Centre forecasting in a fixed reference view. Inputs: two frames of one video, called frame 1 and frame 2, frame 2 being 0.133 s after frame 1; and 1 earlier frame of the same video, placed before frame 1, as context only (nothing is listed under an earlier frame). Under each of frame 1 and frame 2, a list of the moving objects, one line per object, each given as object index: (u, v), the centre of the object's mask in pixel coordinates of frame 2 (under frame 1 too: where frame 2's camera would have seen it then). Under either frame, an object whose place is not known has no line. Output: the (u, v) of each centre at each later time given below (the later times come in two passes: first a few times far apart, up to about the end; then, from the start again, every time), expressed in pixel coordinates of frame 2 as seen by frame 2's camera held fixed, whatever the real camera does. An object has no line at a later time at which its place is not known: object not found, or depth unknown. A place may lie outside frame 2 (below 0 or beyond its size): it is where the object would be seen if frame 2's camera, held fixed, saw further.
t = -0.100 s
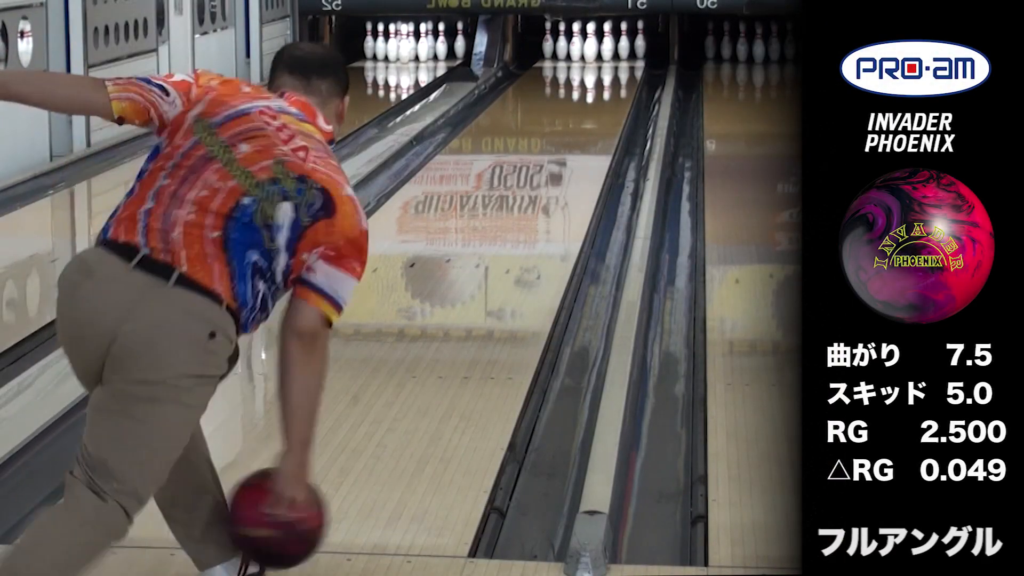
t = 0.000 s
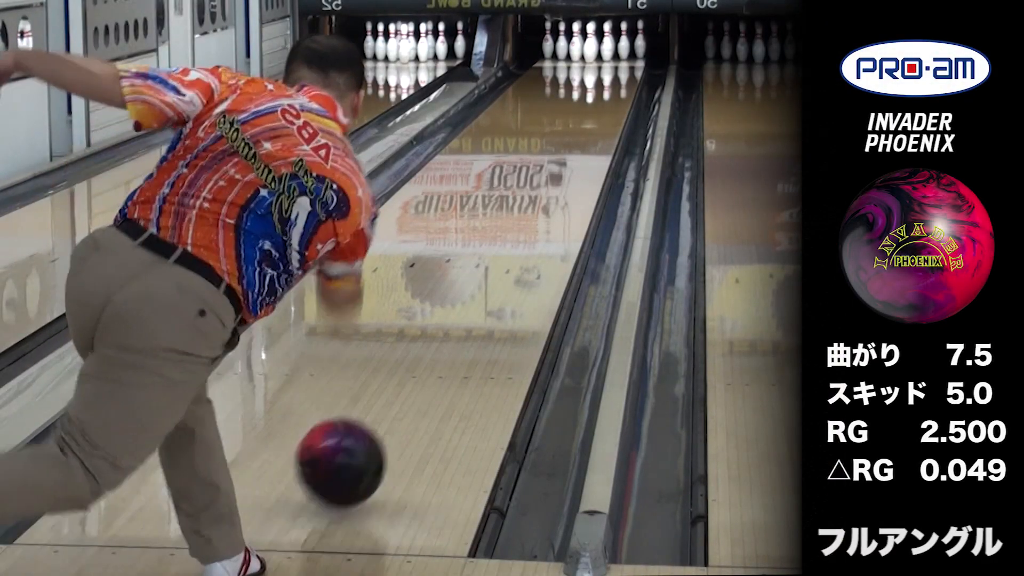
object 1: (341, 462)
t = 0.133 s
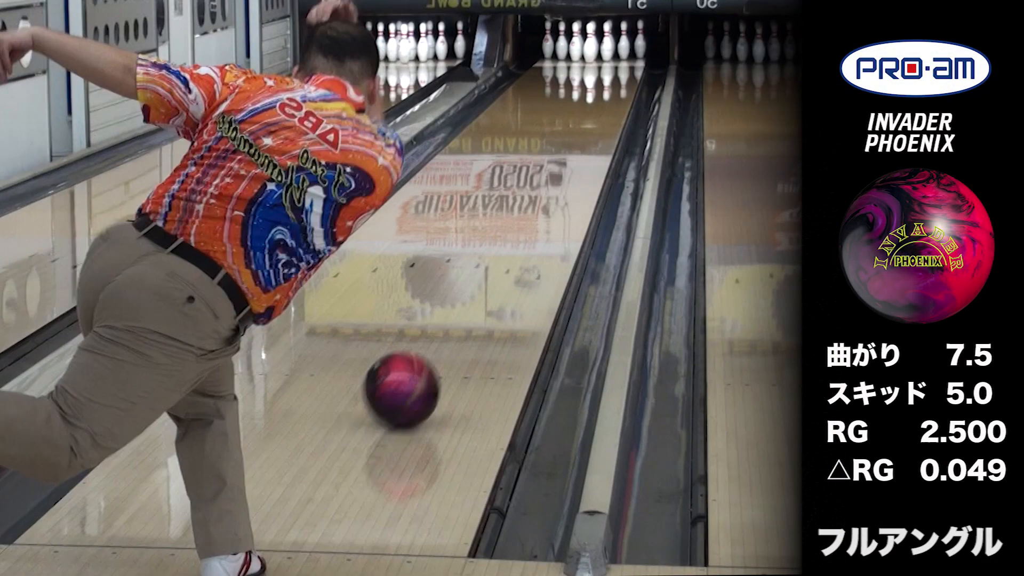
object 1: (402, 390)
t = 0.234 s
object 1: (436, 344)
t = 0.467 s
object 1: (495, 264)
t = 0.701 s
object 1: (535, 210)
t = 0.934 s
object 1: (563, 170)
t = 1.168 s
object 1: (583, 140)
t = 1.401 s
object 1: (597, 116)
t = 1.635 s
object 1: (607, 97)
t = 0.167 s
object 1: (414, 374)
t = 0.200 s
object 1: (425, 358)
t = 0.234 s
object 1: (436, 344)
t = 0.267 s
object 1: (446, 330)
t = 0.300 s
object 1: (456, 317)
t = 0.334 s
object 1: (465, 305)
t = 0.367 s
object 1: (473, 294)
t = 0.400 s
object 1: (481, 284)
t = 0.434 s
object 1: (488, 273)
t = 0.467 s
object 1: (495, 264)
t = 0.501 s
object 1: (502, 255)
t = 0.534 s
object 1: (508, 246)
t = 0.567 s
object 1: (514, 238)
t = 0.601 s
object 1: (520, 231)
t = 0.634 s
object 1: (525, 223)
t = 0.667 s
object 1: (530, 217)
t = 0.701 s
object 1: (535, 210)
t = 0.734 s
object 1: (539, 204)
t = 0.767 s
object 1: (544, 198)
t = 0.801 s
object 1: (548, 191)
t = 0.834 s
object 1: (552, 186)
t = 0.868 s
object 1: (556, 180)
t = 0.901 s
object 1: (560, 175)
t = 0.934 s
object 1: (563, 170)
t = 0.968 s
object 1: (566, 165)
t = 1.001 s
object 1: (569, 161)
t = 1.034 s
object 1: (572, 156)
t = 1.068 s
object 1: (575, 151)
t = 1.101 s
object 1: (578, 147)
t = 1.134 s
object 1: (580, 143)
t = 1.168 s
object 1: (583, 140)
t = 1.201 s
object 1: (585, 136)
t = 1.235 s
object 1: (587, 132)
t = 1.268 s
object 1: (590, 129)
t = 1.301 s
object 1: (591, 125)
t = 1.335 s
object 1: (593, 122)
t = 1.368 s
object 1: (595, 119)
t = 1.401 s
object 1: (597, 116)
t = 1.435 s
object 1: (599, 113)
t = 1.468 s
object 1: (600, 110)
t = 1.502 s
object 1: (601, 108)
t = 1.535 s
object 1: (603, 105)
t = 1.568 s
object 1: (604, 102)
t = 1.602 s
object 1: (606, 99)
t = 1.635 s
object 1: (607, 97)
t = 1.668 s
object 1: (608, 95)
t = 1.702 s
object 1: (609, 92)
